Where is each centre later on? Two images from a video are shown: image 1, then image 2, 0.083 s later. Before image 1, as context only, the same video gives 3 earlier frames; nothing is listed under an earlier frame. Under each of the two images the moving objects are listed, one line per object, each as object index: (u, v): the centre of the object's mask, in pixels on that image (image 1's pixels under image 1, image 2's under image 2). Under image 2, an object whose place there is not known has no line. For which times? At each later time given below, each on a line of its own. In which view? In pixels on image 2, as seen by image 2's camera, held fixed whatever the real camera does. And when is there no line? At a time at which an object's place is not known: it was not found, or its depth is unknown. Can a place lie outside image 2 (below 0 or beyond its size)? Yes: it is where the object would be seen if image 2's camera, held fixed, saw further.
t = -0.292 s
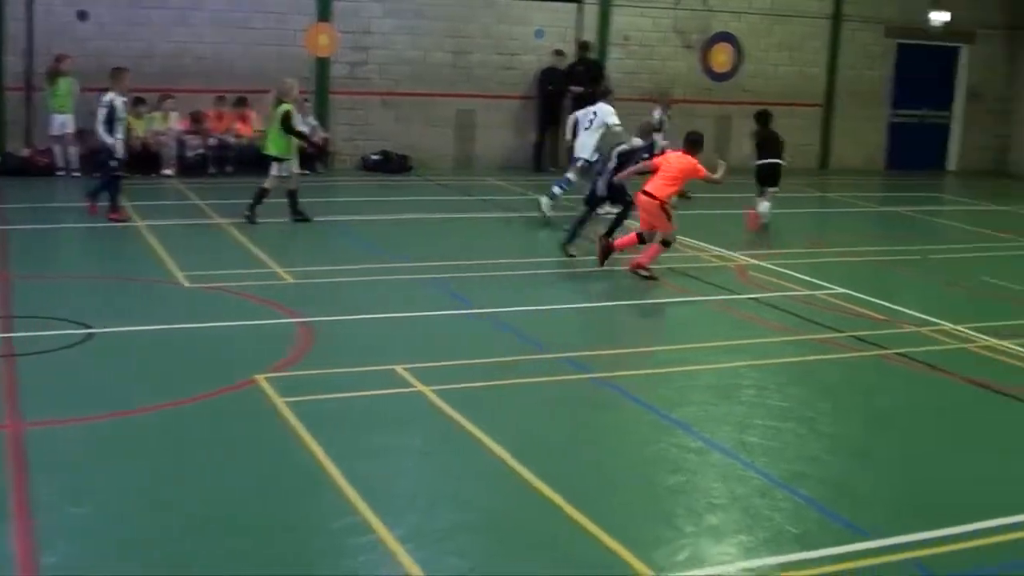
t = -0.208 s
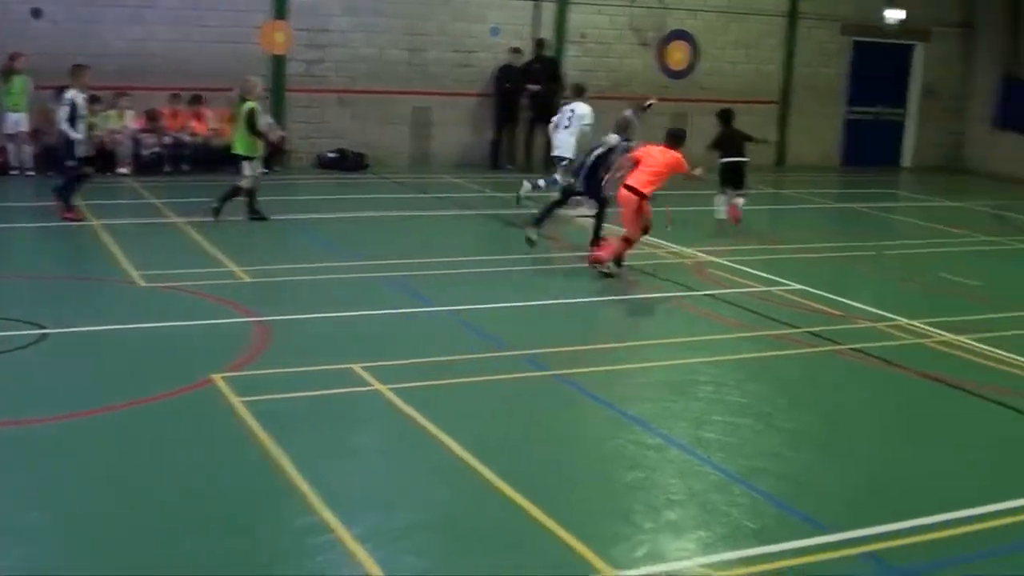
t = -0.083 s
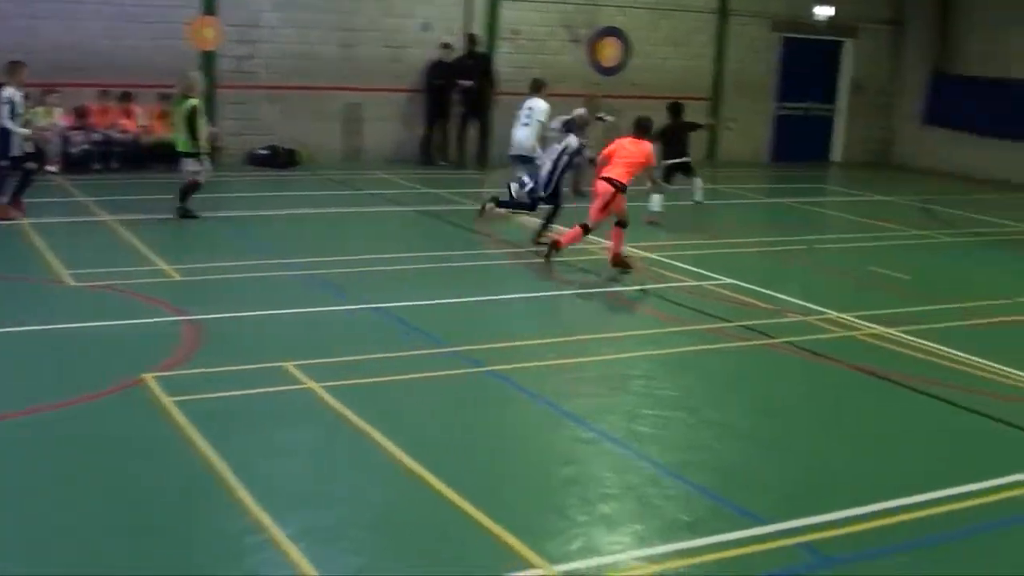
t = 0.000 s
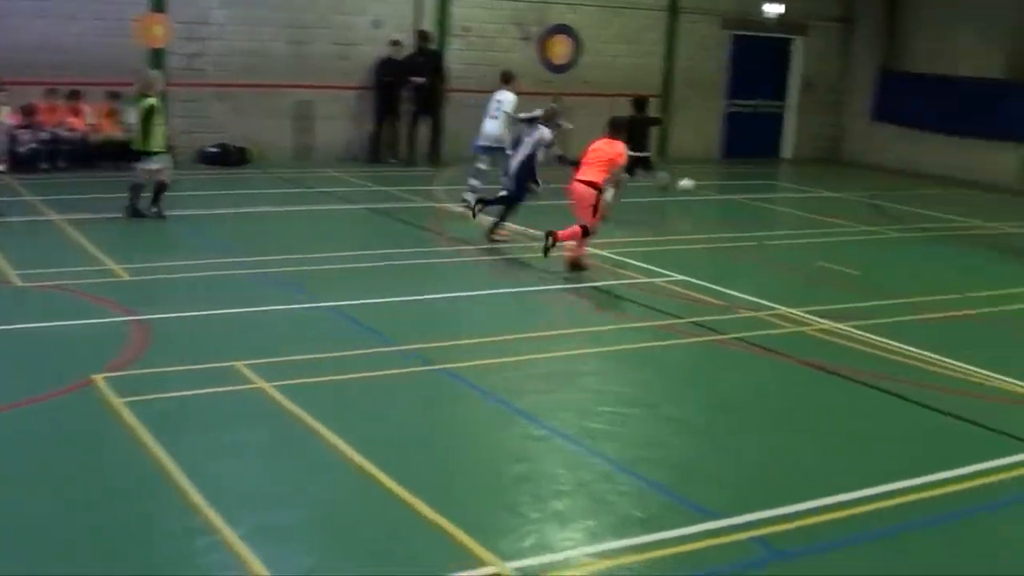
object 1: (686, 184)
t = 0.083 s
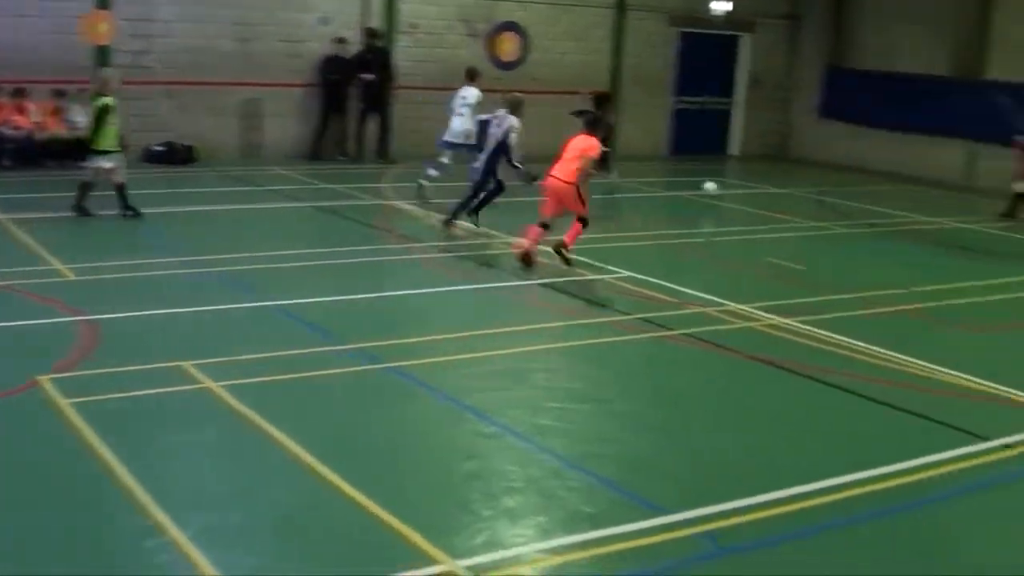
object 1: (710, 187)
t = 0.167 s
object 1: (777, 200)
